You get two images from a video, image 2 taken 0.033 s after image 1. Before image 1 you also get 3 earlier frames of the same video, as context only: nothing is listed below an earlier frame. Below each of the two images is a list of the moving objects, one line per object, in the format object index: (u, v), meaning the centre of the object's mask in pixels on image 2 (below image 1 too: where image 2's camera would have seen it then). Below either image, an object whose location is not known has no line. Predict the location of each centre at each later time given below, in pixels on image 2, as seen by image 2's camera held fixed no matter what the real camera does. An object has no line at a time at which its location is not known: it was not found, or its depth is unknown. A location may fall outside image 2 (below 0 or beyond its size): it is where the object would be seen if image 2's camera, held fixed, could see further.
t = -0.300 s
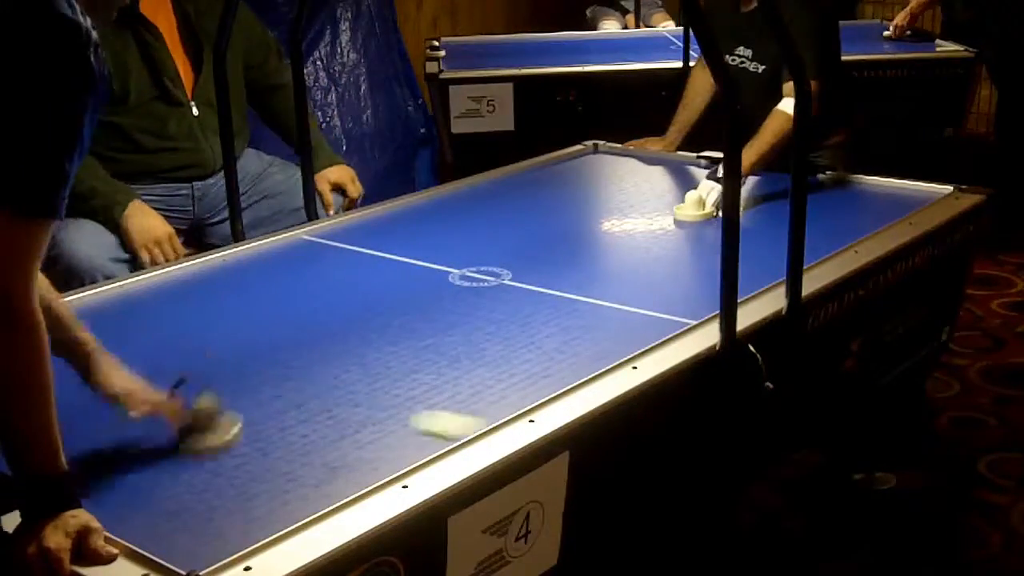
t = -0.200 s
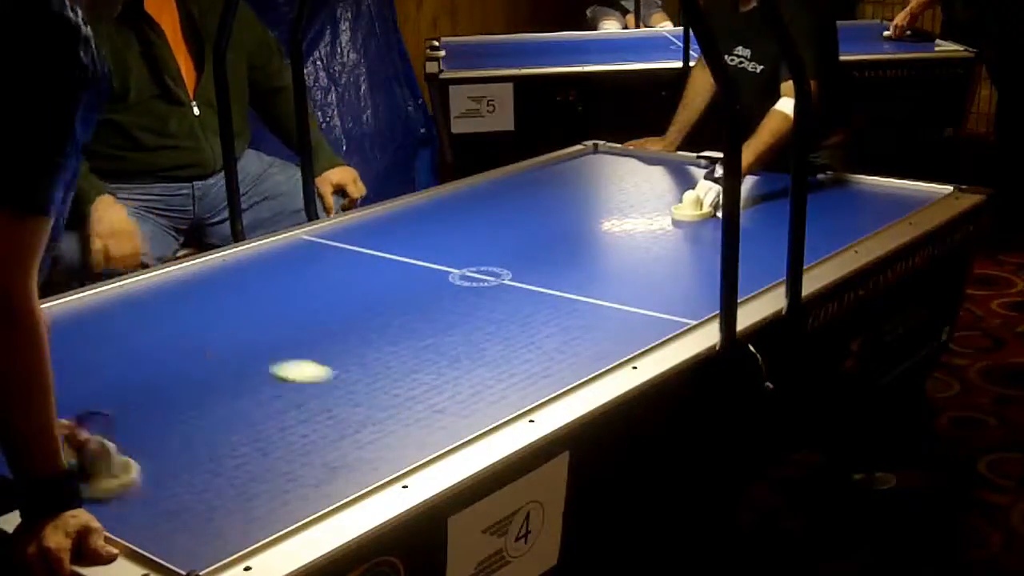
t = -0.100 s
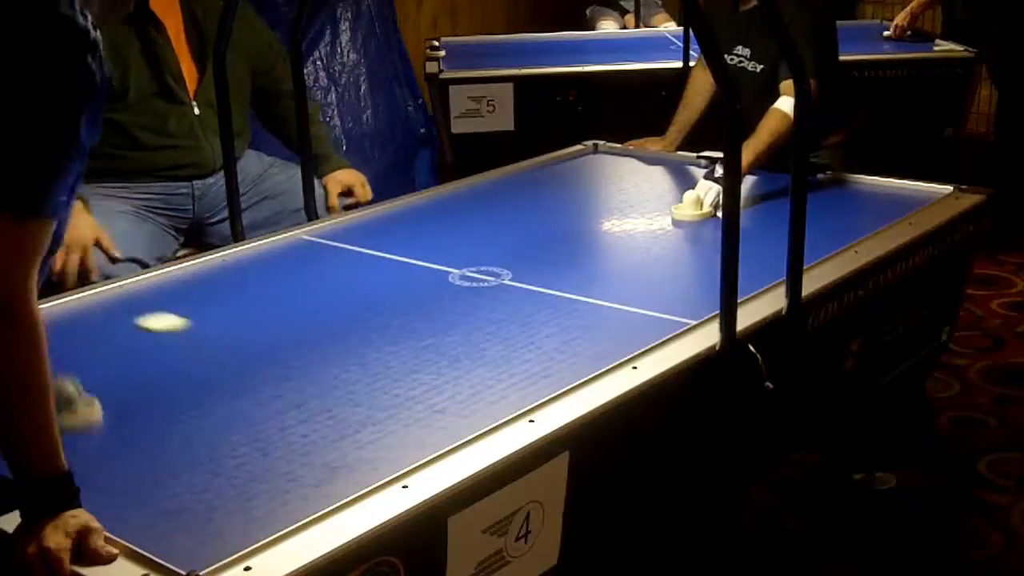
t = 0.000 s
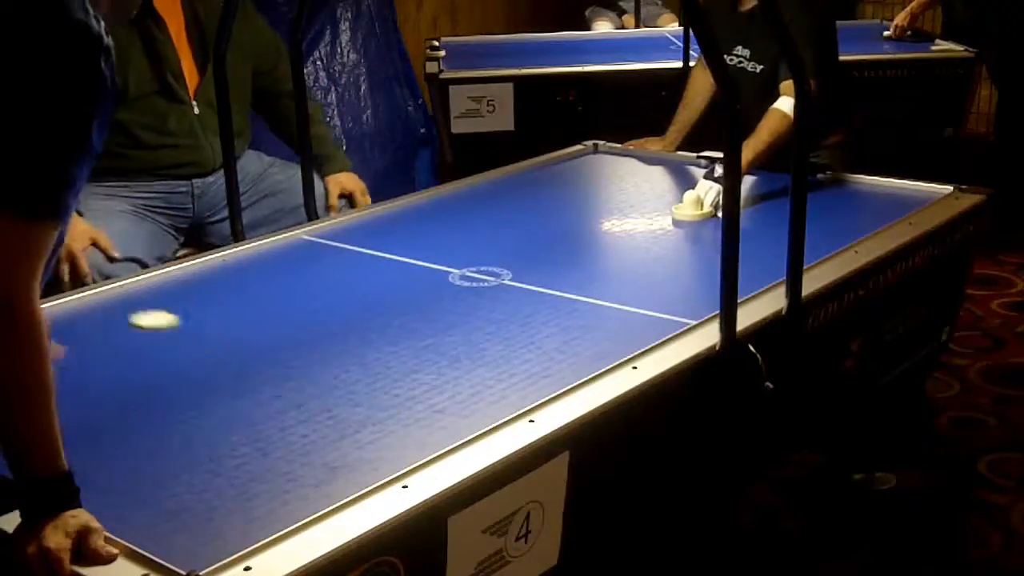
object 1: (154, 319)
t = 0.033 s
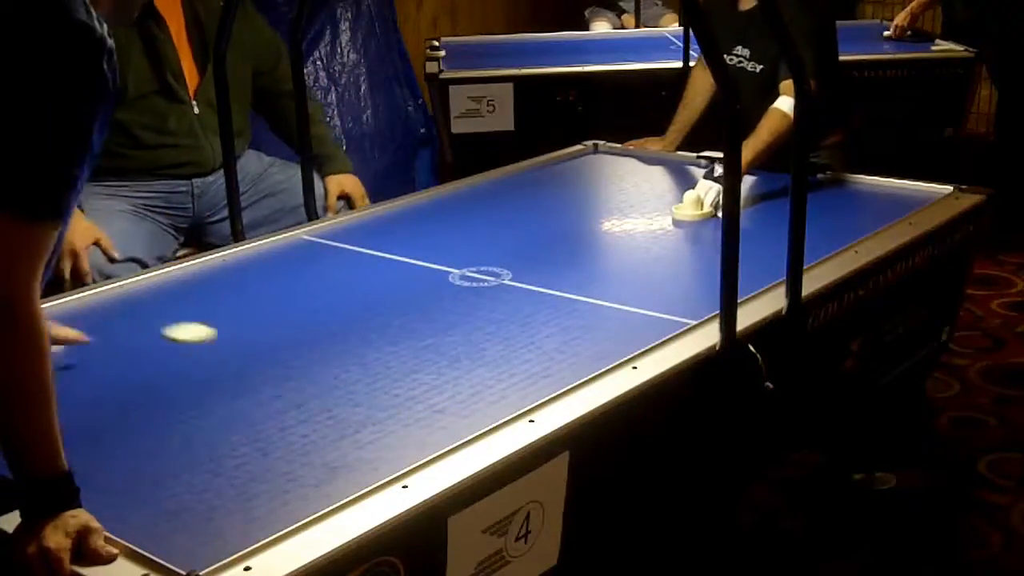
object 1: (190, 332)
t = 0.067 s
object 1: (227, 345)
